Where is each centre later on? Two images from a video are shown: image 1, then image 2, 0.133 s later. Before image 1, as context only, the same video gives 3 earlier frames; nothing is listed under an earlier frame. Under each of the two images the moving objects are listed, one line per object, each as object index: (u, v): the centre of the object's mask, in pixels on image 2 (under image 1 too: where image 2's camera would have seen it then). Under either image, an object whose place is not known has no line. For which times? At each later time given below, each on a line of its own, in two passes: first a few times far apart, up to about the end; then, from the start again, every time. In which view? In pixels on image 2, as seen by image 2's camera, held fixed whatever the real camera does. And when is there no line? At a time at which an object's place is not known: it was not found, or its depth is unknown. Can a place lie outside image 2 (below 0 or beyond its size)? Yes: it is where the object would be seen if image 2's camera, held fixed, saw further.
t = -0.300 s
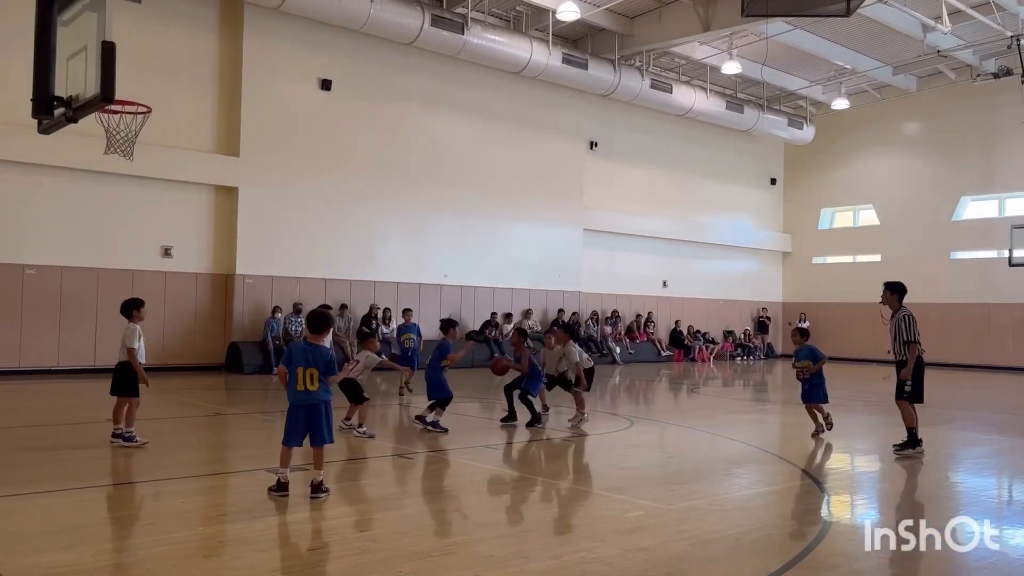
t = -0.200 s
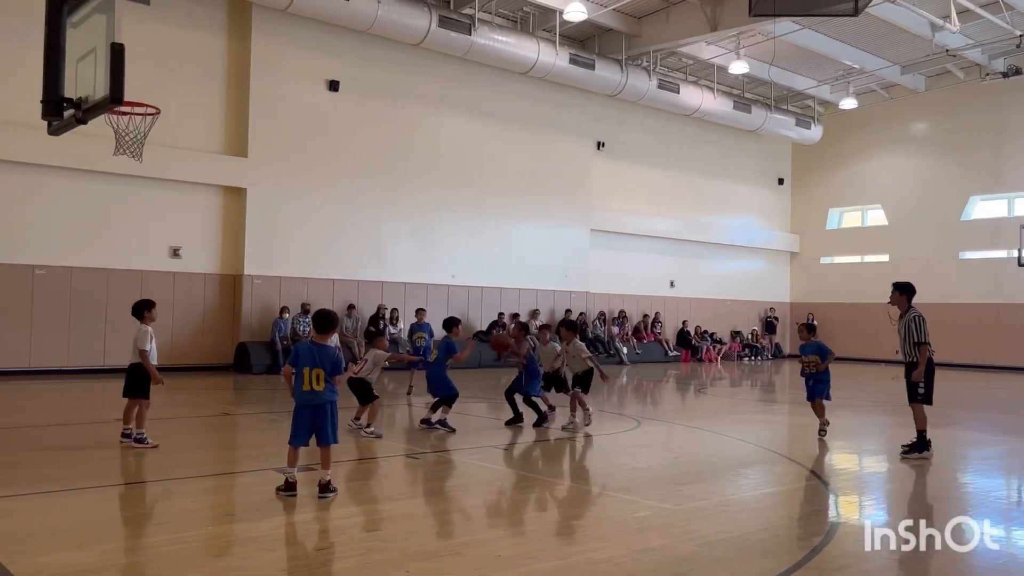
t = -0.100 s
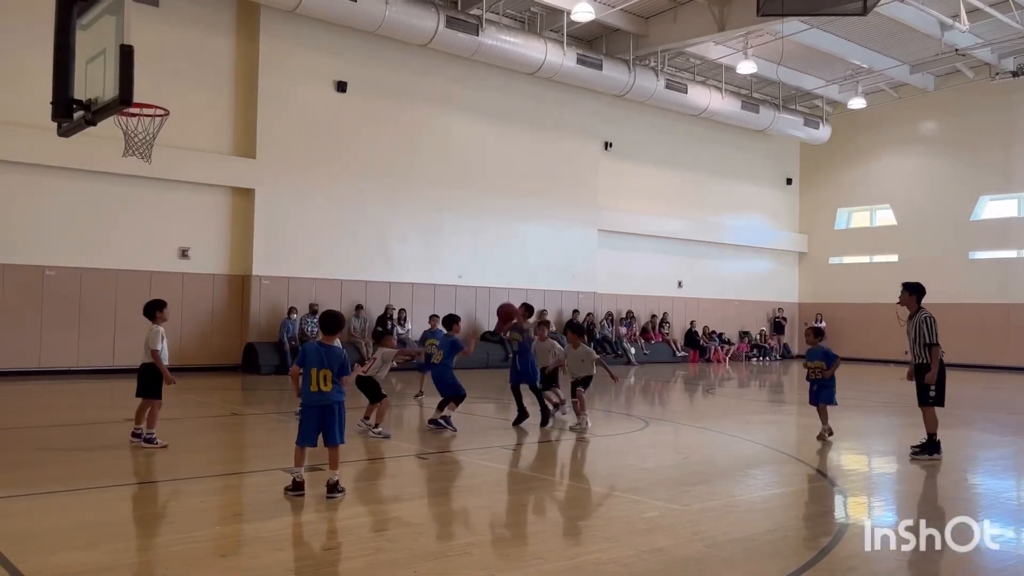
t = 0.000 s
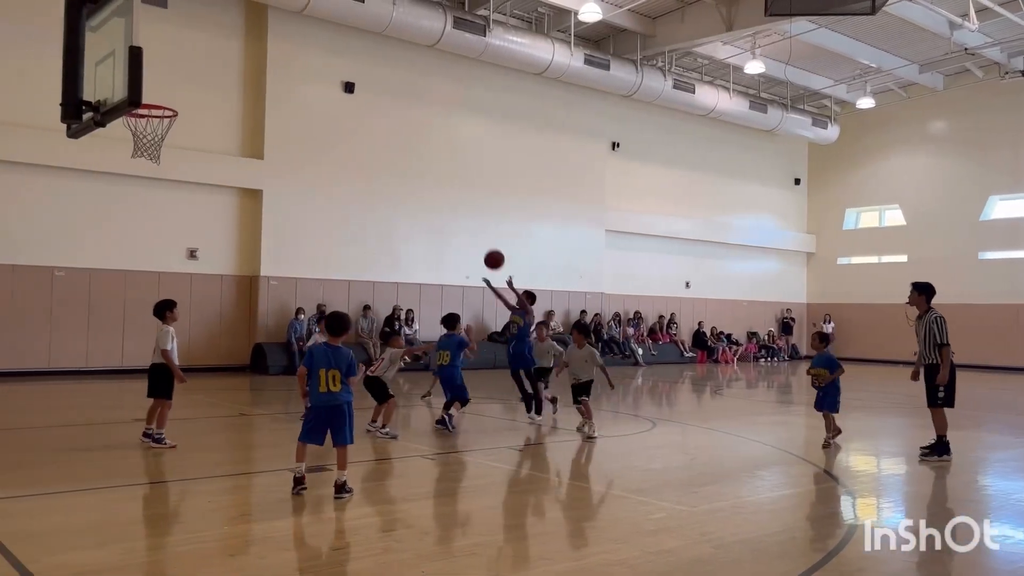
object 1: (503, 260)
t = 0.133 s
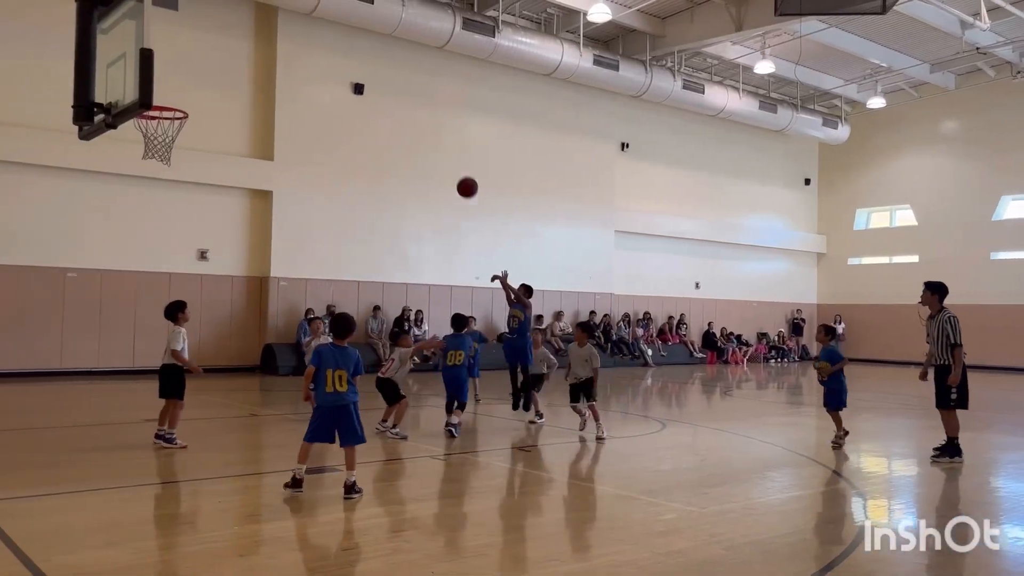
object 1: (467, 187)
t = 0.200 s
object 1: (449, 156)
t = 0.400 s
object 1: (390, 82)
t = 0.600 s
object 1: (325, 43)
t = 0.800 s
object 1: (255, 41)
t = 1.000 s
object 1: (179, 81)
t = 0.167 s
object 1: (458, 171)
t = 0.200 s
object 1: (449, 156)
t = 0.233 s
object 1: (439, 141)
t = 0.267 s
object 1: (429, 127)
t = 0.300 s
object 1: (420, 115)
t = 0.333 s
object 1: (410, 103)
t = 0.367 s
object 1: (400, 92)
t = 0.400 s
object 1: (390, 82)
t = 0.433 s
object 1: (380, 73)
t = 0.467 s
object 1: (369, 65)
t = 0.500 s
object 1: (358, 58)
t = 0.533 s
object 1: (347, 52)
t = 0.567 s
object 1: (336, 47)
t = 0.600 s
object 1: (325, 43)
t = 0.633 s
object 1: (314, 40)
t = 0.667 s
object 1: (303, 38)
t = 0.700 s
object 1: (291, 37)
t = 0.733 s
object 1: (279, 37)
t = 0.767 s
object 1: (267, 38)
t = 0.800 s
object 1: (255, 41)
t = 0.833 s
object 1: (242, 44)
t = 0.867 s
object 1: (230, 49)
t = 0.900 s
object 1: (217, 55)
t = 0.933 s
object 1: (205, 62)
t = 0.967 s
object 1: (192, 71)
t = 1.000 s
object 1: (179, 81)
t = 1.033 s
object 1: (165, 92)
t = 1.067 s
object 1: (160, 96)
